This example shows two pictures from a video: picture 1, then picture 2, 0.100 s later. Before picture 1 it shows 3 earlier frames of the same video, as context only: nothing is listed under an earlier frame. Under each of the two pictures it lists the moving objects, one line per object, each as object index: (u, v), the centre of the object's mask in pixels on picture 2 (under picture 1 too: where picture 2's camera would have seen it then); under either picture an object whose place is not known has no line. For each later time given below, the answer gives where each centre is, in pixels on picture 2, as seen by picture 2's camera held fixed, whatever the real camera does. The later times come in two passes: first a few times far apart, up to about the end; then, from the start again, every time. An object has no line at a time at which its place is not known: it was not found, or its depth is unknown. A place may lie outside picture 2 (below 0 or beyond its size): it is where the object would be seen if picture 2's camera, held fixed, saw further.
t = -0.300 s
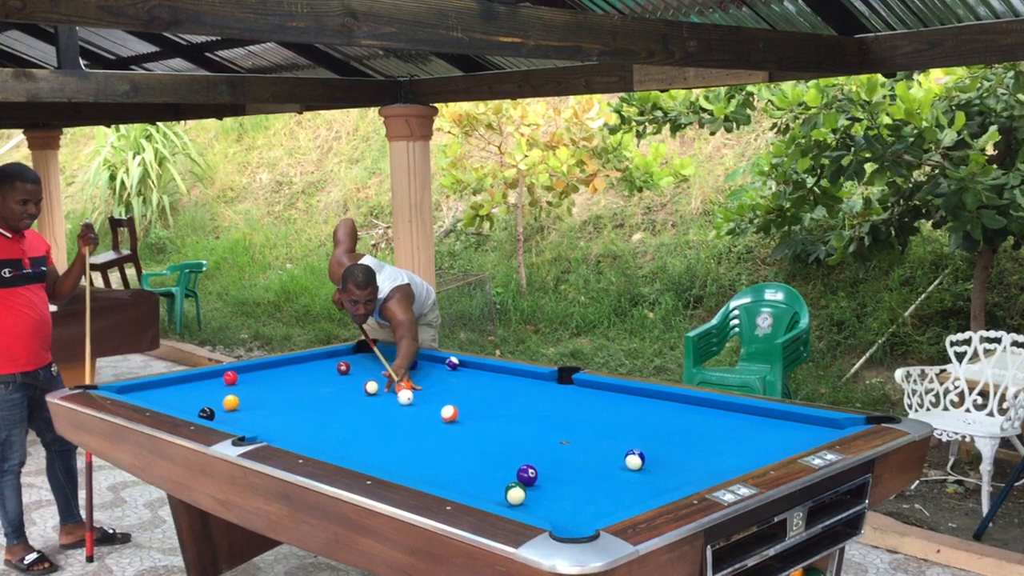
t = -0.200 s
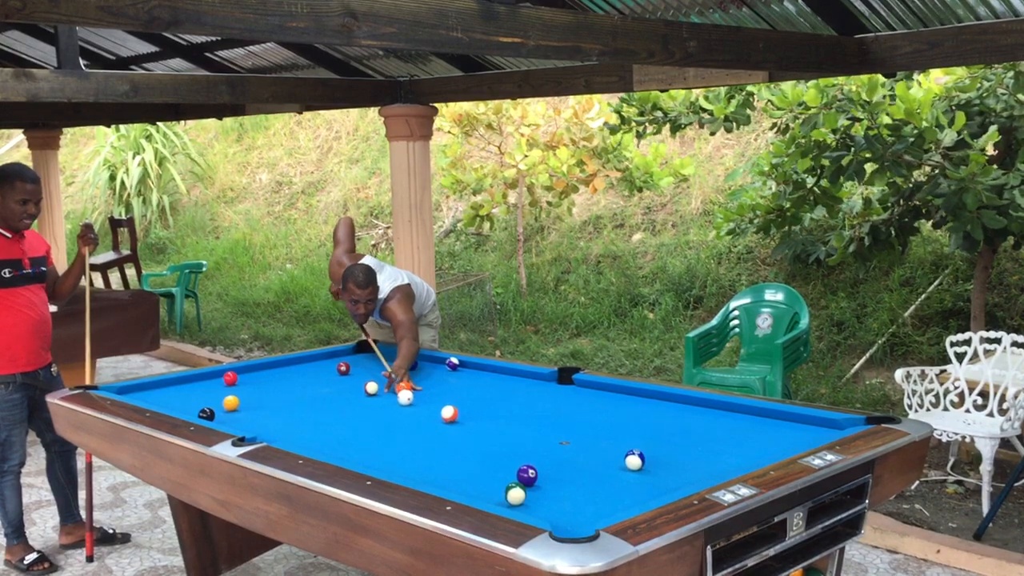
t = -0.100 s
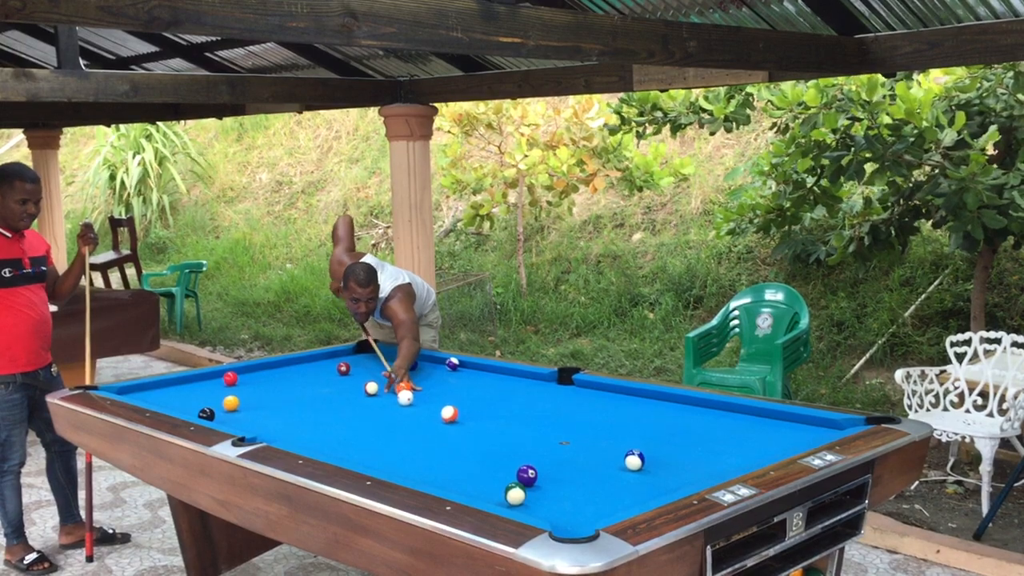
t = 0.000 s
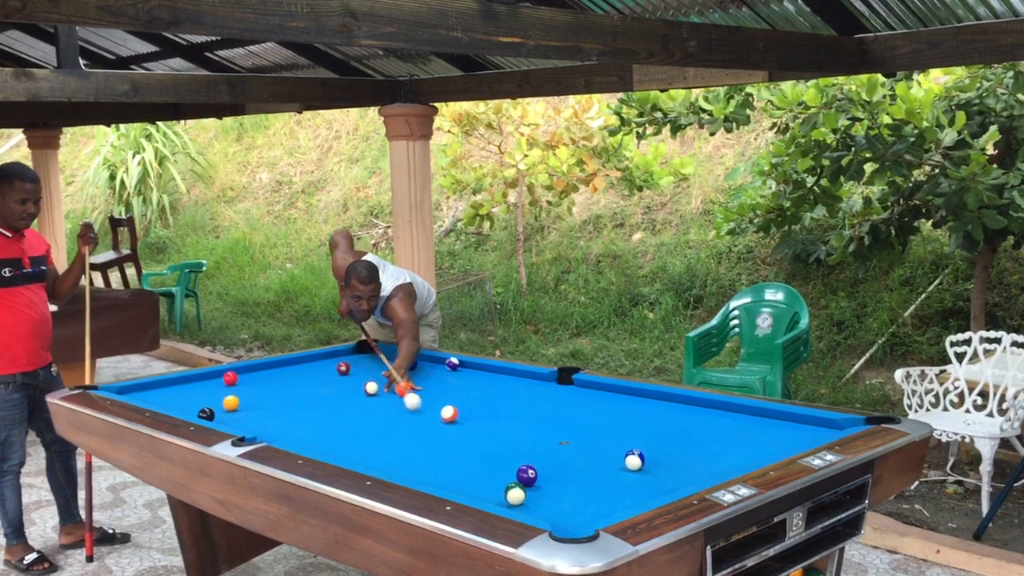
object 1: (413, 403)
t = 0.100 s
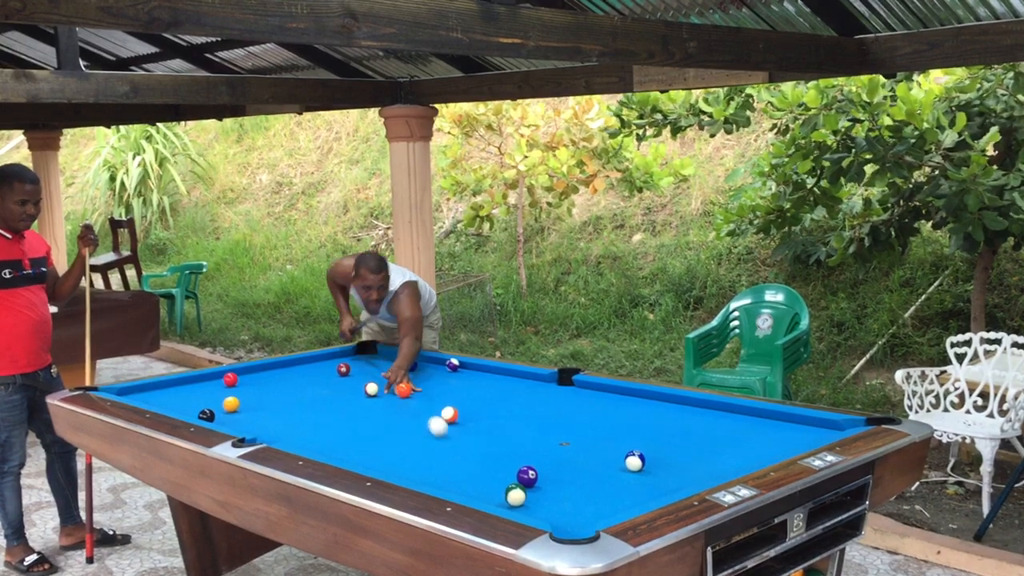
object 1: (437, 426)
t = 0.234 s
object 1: (481, 465)
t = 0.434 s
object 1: (494, 494)
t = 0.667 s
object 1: (523, 504)
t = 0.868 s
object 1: (571, 509)
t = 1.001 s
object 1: (602, 509)
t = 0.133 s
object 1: (447, 435)
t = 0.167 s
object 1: (458, 445)
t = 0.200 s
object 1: (469, 455)
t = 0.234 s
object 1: (481, 465)
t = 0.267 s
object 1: (494, 477)
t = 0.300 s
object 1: (504, 487)
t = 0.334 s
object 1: (501, 489)
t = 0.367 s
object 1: (498, 491)
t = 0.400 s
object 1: (496, 493)
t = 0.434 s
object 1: (494, 494)
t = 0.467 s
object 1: (493, 496)
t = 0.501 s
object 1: (492, 498)
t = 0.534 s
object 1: (493, 500)
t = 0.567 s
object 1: (500, 501)
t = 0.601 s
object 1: (508, 502)
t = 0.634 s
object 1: (515, 503)
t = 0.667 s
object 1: (523, 504)
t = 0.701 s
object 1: (531, 506)
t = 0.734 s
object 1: (539, 507)
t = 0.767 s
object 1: (547, 507)
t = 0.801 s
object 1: (555, 508)
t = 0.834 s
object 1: (563, 508)
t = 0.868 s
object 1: (571, 509)
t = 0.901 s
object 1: (579, 510)
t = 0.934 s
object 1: (587, 510)
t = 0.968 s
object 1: (595, 510)
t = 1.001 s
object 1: (602, 509)
